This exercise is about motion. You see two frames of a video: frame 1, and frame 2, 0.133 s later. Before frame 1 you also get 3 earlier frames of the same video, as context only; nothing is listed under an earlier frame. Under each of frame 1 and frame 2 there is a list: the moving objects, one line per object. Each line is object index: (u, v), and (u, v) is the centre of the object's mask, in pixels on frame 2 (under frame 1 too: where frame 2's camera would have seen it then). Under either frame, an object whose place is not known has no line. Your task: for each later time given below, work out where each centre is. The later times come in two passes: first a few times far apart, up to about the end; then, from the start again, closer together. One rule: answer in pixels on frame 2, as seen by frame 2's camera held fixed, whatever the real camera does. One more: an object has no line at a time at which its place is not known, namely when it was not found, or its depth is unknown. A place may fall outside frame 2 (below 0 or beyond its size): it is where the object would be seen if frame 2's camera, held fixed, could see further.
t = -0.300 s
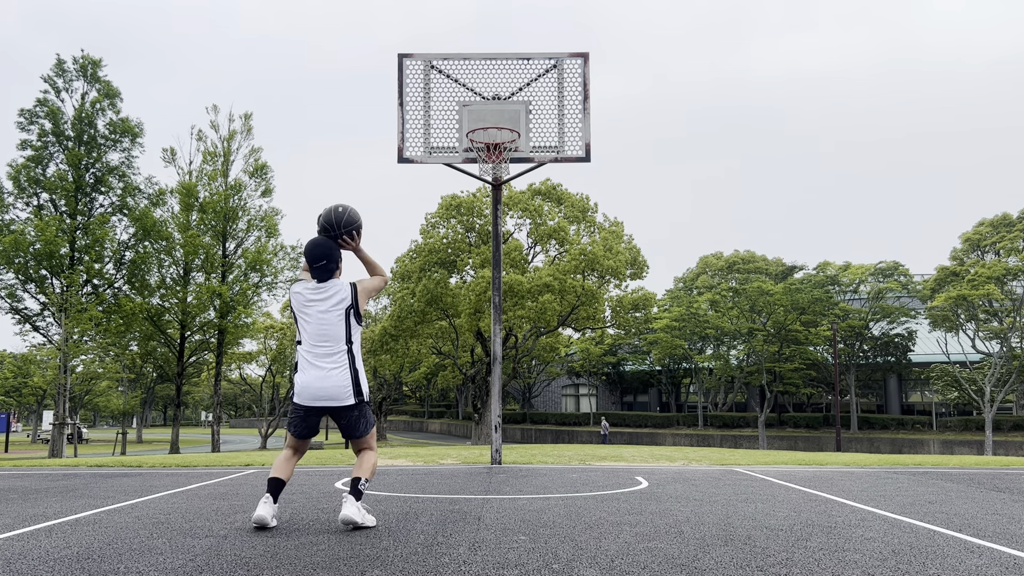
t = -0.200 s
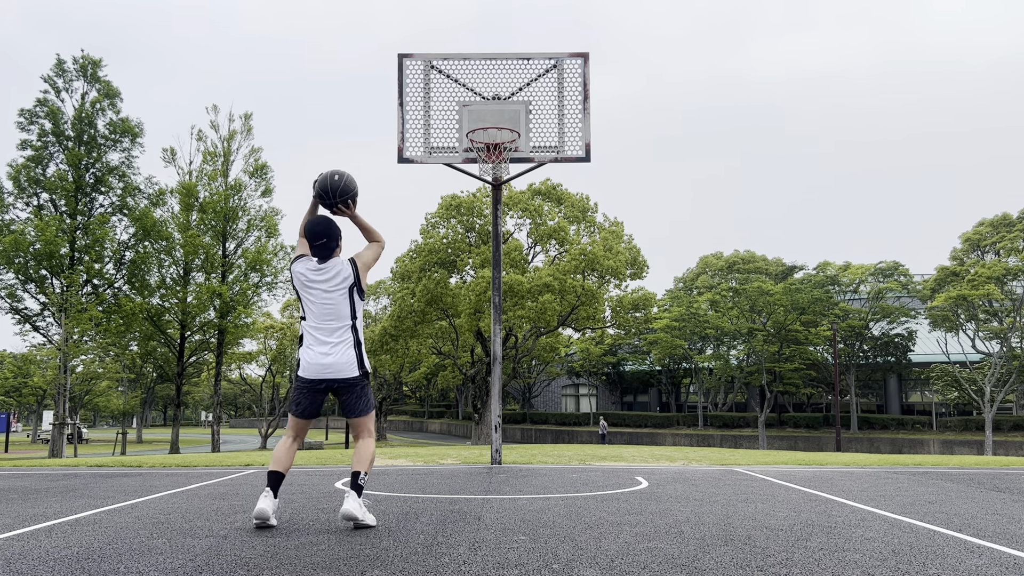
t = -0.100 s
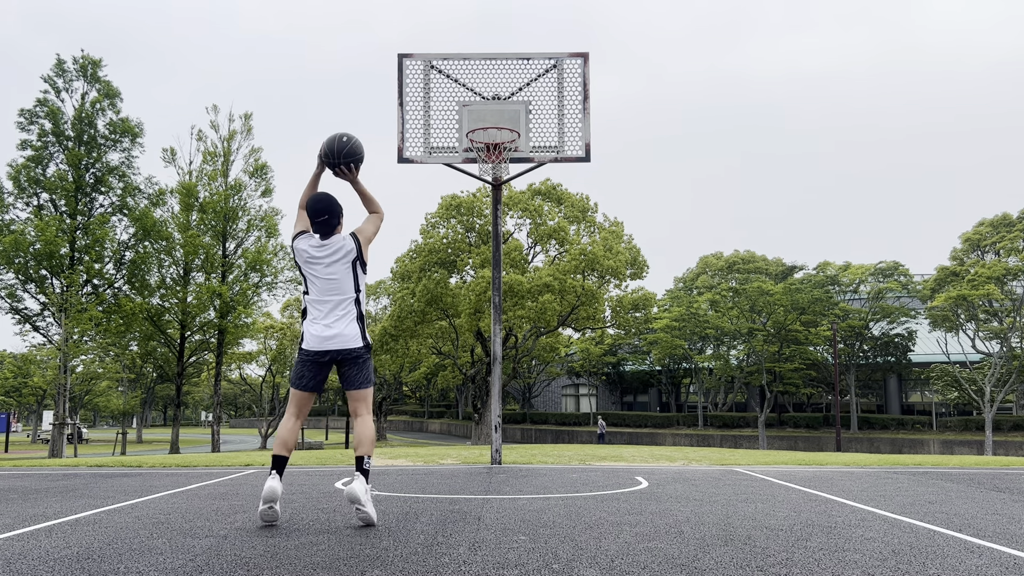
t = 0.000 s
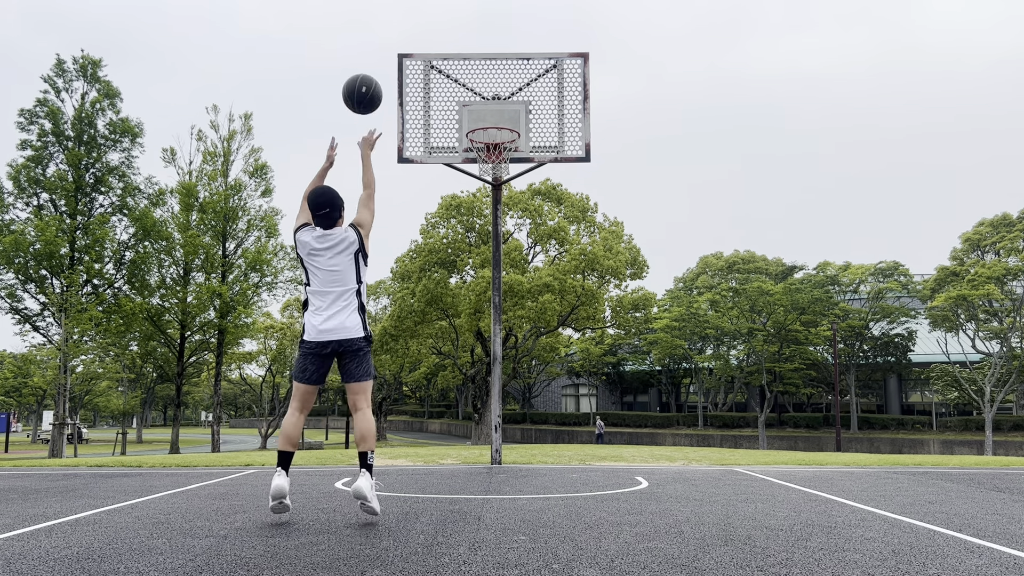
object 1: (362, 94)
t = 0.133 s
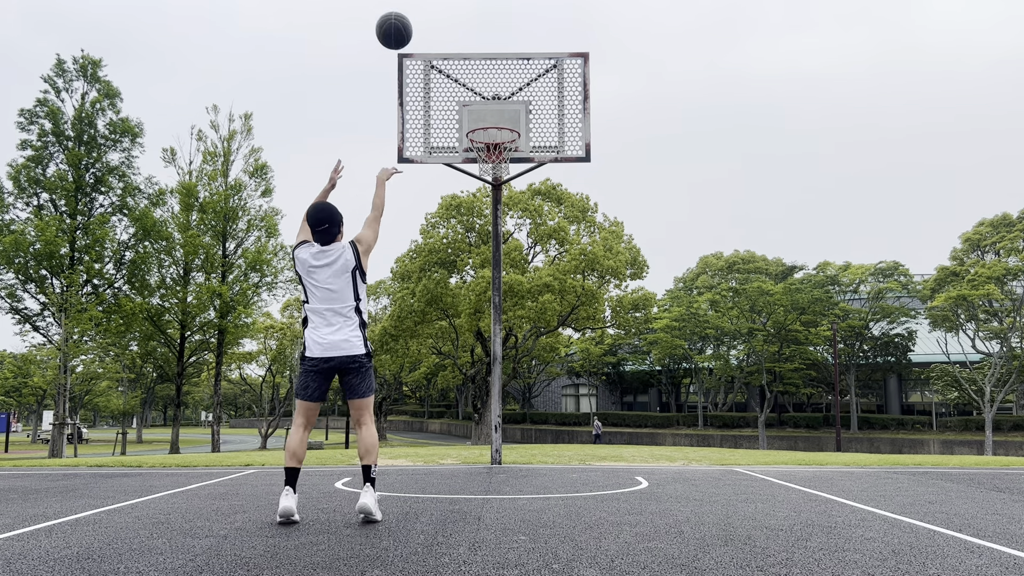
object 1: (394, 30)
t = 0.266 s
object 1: (421, 8)
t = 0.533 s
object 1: (464, 14)
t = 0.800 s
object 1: (497, 102)
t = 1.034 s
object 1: (493, 175)
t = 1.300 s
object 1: (453, 250)
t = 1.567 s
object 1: (412, 406)
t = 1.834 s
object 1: (370, 364)
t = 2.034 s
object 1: (338, 297)
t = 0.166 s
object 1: (401, 20)
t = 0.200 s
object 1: (408, 14)
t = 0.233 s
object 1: (414, 10)
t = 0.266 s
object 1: (421, 8)
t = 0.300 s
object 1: (427, 6)
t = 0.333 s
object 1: (433, 5)
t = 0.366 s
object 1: (438, 5)
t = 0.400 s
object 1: (444, 6)
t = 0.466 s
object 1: (454, 8)
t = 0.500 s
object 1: (459, 11)
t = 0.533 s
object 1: (464, 14)
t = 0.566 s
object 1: (468, 22)
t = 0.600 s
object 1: (473, 30)
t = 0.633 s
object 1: (477, 40)
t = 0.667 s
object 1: (481, 50)
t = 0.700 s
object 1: (485, 61)
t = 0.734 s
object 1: (489, 74)
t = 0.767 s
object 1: (493, 87)
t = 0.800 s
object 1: (497, 102)
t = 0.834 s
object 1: (501, 116)
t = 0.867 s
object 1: (504, 134)
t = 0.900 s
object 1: (507, 147)
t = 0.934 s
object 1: (503, 168)
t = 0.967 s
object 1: (500, 170)
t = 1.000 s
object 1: (497, 172)
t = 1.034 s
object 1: (493, 175)
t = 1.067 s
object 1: (488, 180)
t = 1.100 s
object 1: (483, 186)
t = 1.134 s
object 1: (478, 194)
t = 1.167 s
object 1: (473, 203)
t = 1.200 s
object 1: (468, 213)
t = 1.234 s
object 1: (463, 224)
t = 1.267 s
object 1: (458, 237)
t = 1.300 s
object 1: (453, 250)
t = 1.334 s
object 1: (448, 265)
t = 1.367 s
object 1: (443, 281)
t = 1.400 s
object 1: (438, 298)
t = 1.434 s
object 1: (433, 317)
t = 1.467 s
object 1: (427, 337)
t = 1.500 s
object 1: (422, 359)
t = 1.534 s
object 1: (417, 382)
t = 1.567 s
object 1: (412, 406)
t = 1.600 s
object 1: (406, 433)
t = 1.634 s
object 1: (401, 460)
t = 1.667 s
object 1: (396, 455)
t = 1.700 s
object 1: (391, 434)
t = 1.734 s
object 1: (386, 415)
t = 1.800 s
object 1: (376, 380)
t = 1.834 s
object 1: (370, 364)
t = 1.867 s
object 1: (365, 350)
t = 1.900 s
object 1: (360, 337)
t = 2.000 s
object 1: (344, 305)
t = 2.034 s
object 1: (338, 297)
